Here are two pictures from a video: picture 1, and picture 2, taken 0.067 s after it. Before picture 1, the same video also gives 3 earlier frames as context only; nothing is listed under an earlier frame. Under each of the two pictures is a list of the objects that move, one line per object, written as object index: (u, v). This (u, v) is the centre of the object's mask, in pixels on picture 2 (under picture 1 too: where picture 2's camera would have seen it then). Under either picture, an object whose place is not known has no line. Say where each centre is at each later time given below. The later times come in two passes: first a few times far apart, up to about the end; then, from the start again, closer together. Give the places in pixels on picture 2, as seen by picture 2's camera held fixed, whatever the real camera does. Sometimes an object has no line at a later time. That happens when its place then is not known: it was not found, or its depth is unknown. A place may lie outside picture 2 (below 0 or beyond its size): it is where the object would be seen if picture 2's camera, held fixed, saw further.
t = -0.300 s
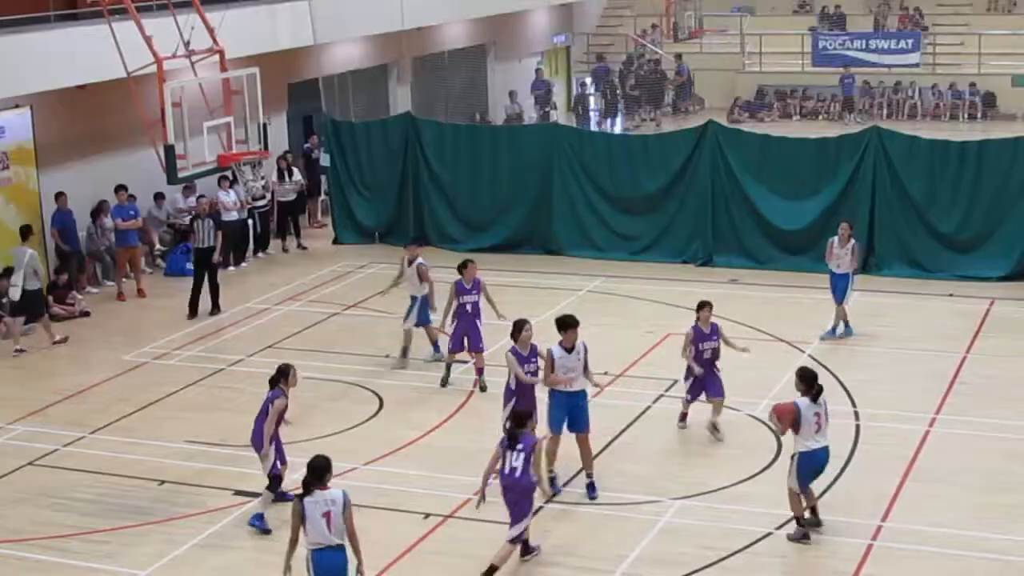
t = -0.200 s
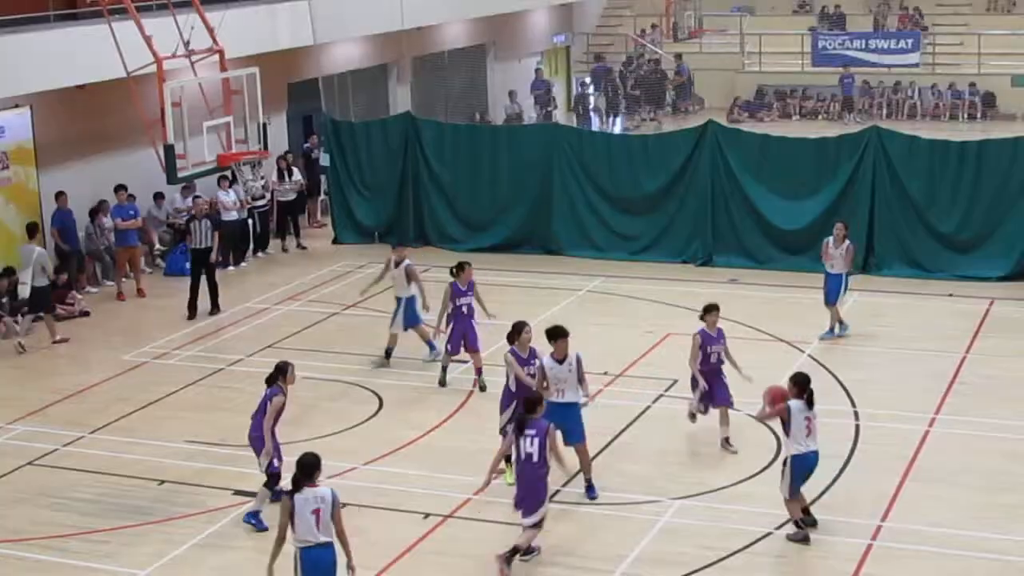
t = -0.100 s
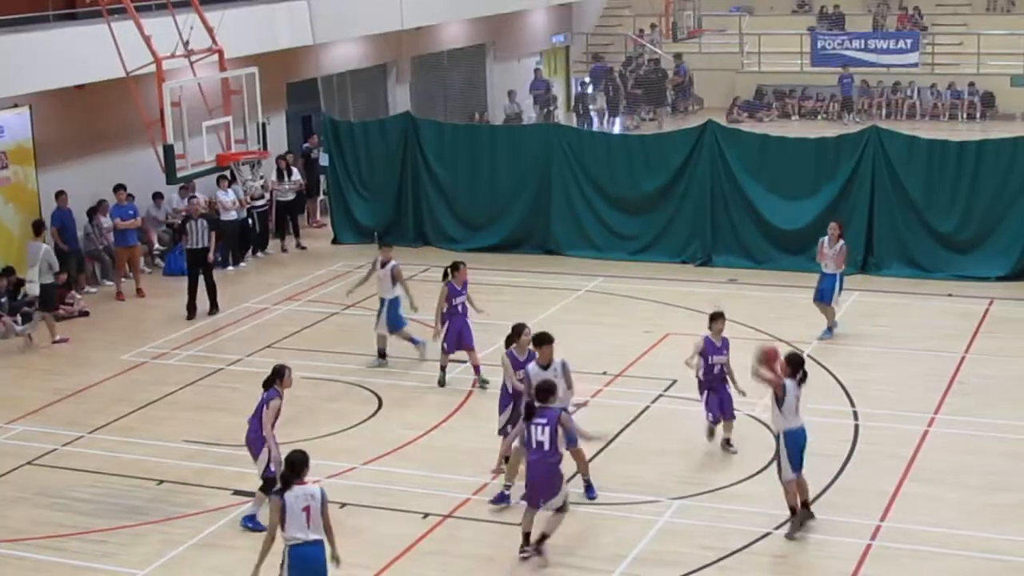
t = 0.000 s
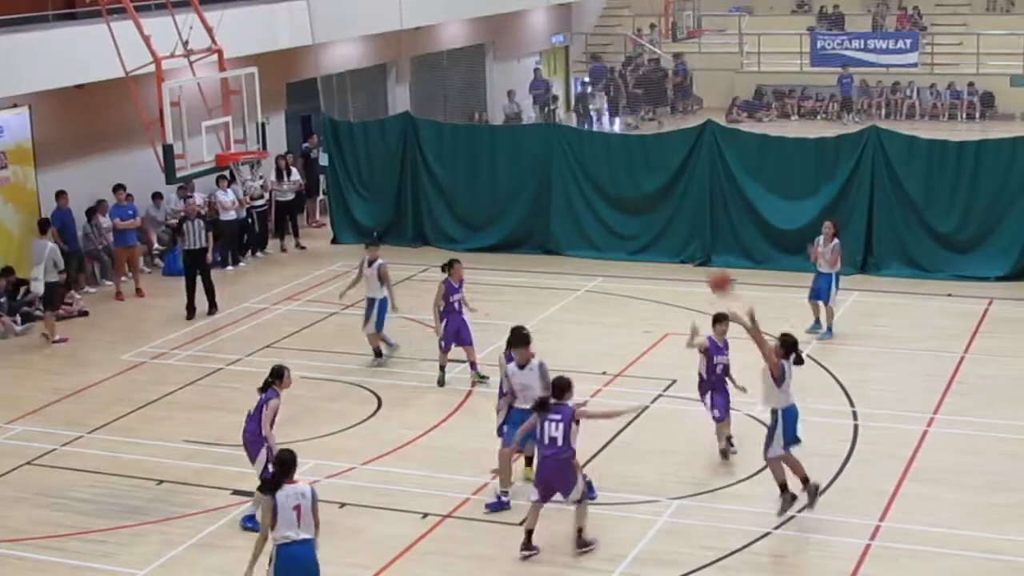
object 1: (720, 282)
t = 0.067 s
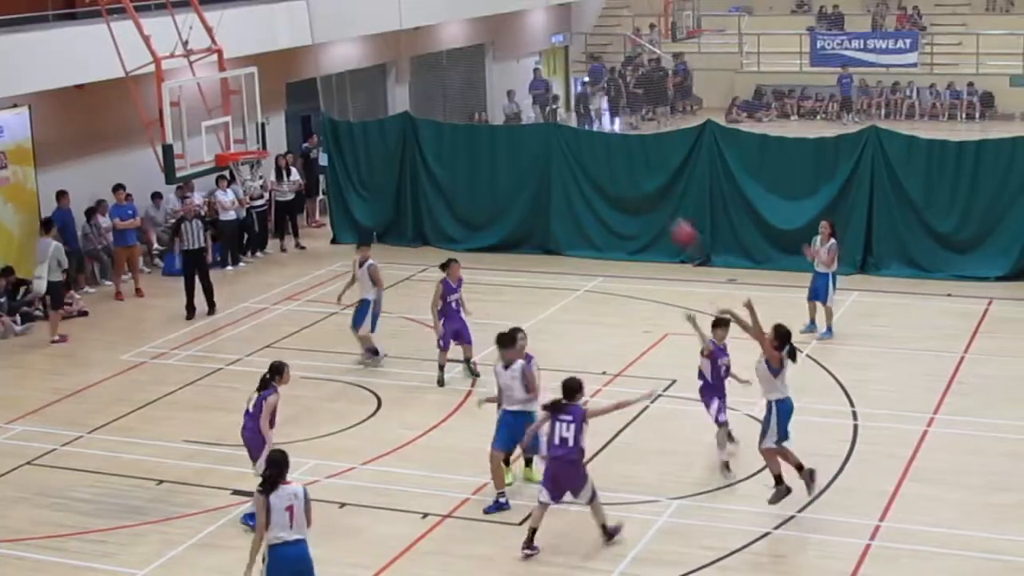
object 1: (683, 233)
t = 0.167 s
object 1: (629, 173)
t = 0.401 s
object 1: (513, 84)
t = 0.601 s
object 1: (425, 53)
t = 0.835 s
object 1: (329, 67)
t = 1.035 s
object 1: (261, 116)
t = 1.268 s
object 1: (245, 84)
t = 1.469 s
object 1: (266, 26)
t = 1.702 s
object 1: (293, 6)
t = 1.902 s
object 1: (319, 20)
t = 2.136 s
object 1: (352, 83)
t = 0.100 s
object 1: (665, 213)
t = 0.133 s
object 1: (648, 192)
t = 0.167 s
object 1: (629, 173)
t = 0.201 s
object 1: (613, 156)
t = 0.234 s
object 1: (594, 141)
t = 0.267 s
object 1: (578, 127)
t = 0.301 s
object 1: (561, 114)
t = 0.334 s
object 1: (545, 102)
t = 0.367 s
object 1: (530, 93)
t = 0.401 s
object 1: (513, 84)
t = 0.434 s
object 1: (499, 76)
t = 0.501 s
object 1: (466, 60)
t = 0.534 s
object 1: (453, 58)
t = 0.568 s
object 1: (438, 55)
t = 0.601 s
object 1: (425, 53)
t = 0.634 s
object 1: (409, 52)
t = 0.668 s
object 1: (397, 52)
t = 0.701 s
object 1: (381, 53)
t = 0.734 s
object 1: (368, 56)
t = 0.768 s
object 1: (355, 58)
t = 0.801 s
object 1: (342, 62)
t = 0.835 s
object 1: (329, 67)
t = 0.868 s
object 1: (318, 73)
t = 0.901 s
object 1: (306, 82)
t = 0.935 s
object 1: (296, 88)
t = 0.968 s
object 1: (282, 94)
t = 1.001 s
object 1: (271, 106)
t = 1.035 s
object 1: (261, 116)
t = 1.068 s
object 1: (249, 128)
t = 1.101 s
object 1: (239, 138)
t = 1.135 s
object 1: (236, 139)
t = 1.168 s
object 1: (236, 124)
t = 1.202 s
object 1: (239, 109)
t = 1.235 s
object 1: (242, 97)
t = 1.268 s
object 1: (245, 84)
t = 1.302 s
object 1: (249, 72)
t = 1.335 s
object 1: (251, 60)
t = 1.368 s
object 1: (255, 50)
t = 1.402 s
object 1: (259, 41)
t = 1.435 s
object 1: (263, 33)
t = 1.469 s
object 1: (266, 26)
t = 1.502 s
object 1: (270, 19)
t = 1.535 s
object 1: (274, 14)
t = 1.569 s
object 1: (277, 10)
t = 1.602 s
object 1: (281, 8)
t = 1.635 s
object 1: (285, 7)
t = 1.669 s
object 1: (289, 7)
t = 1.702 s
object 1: (293, 6)
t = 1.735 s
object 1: (297, 6)
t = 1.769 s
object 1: (301, 7)
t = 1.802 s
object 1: (306, 9)
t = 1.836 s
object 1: (310, 11)
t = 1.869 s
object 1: (315, 14)
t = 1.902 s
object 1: (319, 20)
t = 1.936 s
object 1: (323, 26)
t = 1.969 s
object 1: (328, 33)
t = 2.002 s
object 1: (332, 41)
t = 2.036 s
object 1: (337, 50)
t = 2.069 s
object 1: (342, 61)
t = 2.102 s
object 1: (347, 70)
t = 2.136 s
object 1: (352, 83)
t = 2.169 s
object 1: (356, 96)
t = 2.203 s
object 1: (361, 109)
